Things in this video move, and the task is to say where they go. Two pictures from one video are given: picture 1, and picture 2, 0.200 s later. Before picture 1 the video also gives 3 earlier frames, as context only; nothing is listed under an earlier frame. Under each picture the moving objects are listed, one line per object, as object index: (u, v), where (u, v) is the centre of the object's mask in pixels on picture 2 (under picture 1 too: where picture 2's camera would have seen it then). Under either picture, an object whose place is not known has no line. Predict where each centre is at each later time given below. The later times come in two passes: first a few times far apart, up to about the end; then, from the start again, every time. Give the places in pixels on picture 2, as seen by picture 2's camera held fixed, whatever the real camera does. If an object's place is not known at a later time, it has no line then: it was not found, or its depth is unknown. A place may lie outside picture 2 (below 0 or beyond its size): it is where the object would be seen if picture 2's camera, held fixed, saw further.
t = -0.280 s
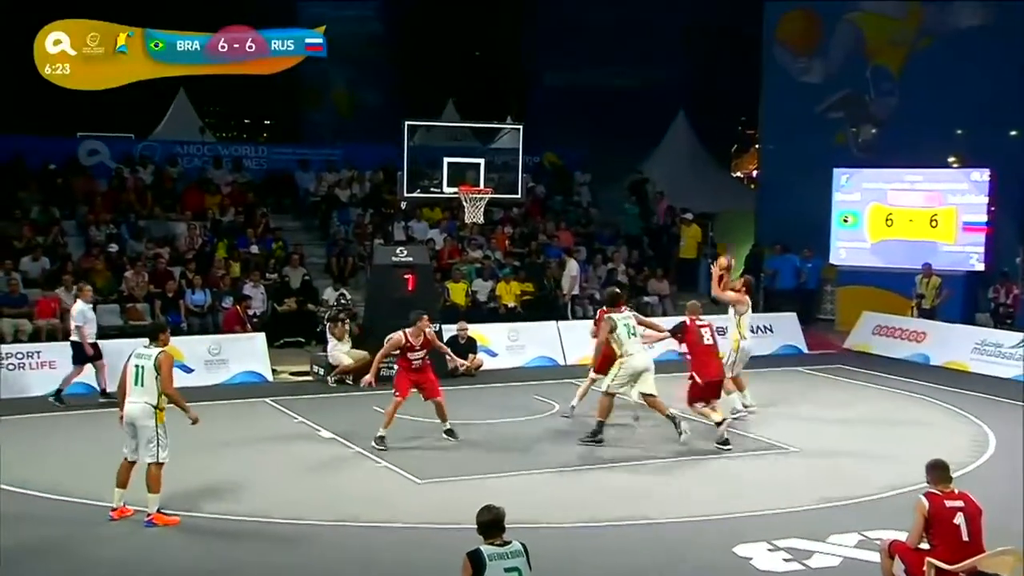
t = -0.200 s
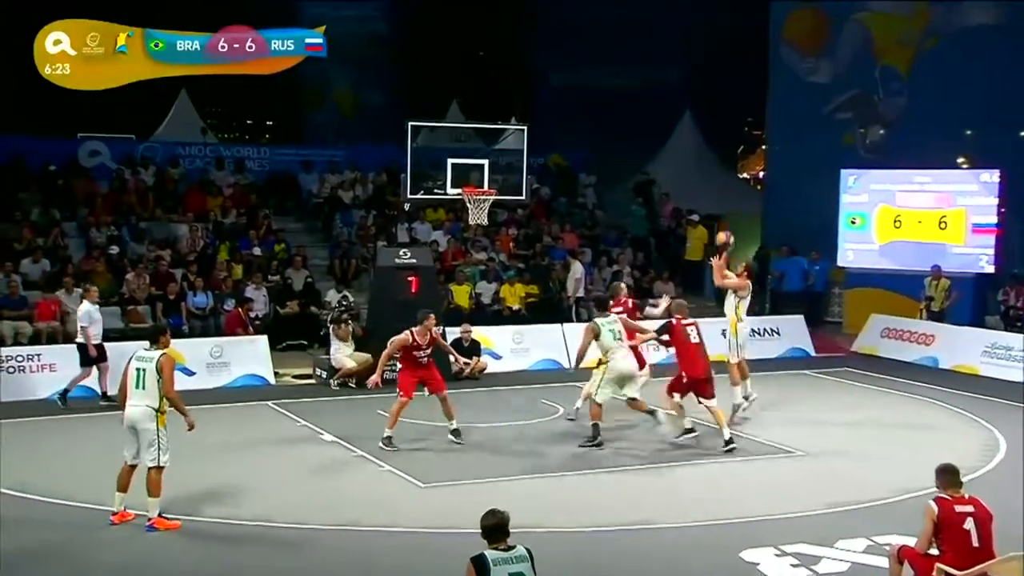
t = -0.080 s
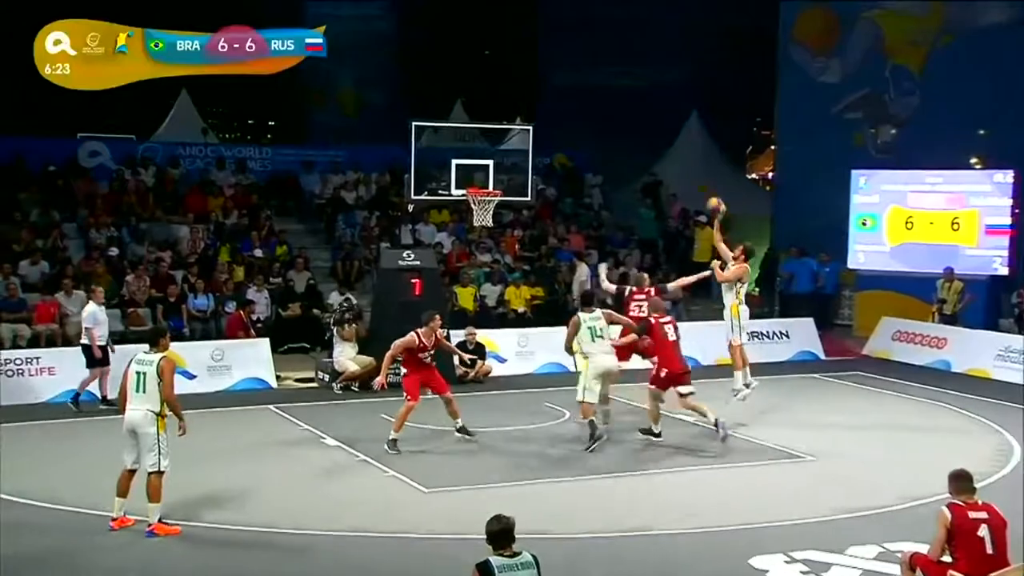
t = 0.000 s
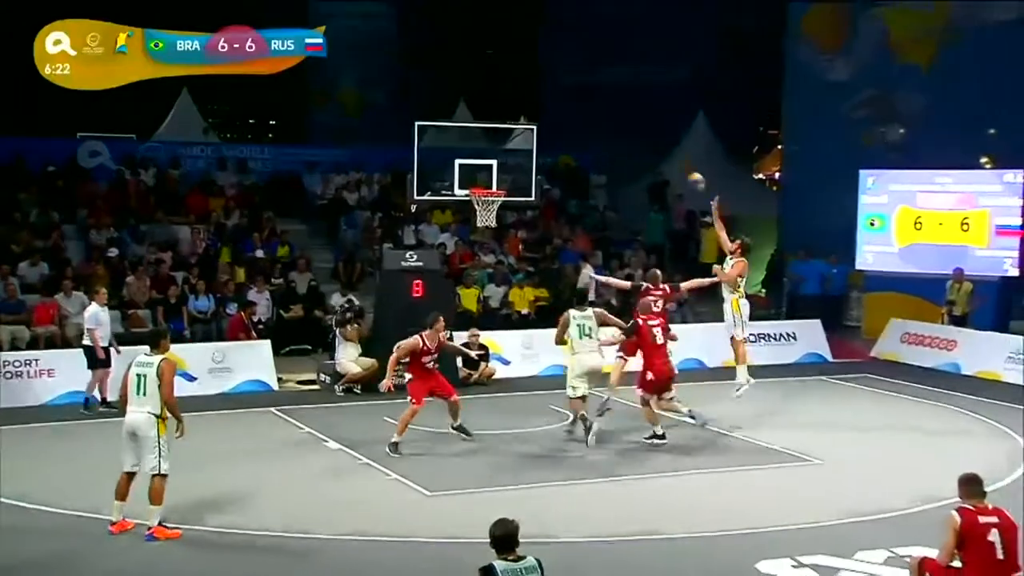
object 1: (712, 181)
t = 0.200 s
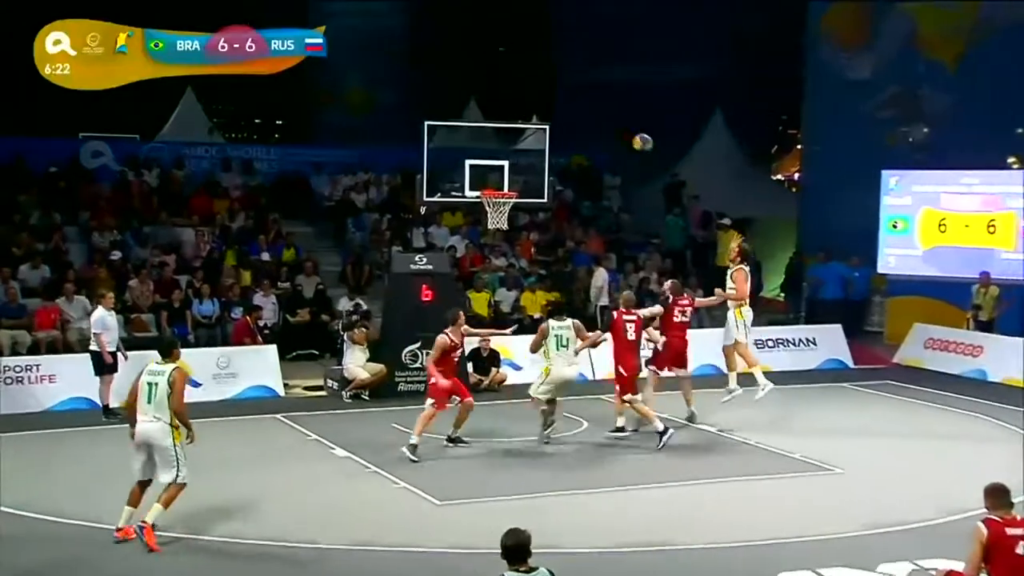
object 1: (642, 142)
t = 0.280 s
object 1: (616, 134)
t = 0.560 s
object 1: (523, 145)
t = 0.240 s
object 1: (629, 137)
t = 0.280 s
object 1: (616, 134)
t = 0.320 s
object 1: (602, 133)
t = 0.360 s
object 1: (588, 132)
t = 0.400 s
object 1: (575, 131)
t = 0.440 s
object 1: (561, 133)
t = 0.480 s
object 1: (549, 137)
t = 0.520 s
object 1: (532, 139)
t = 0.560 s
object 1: (523, 145)
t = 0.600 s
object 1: (519, 147)
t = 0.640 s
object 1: (518, 157)
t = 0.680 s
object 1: (516, 164)
